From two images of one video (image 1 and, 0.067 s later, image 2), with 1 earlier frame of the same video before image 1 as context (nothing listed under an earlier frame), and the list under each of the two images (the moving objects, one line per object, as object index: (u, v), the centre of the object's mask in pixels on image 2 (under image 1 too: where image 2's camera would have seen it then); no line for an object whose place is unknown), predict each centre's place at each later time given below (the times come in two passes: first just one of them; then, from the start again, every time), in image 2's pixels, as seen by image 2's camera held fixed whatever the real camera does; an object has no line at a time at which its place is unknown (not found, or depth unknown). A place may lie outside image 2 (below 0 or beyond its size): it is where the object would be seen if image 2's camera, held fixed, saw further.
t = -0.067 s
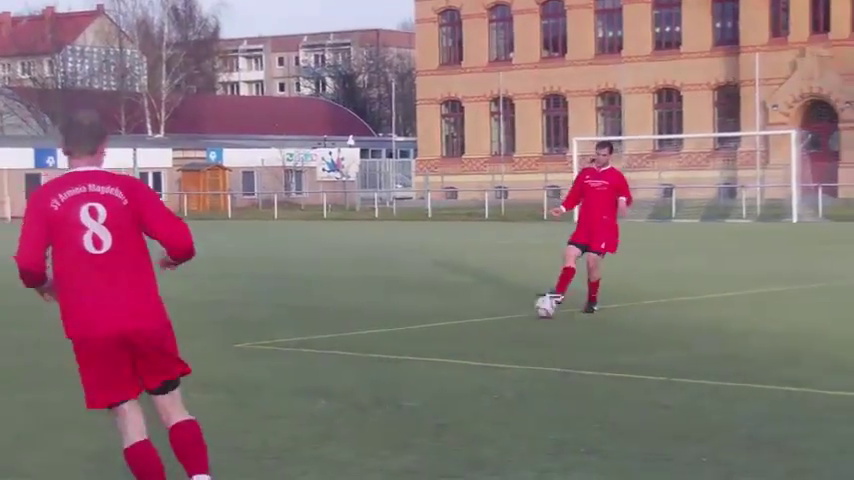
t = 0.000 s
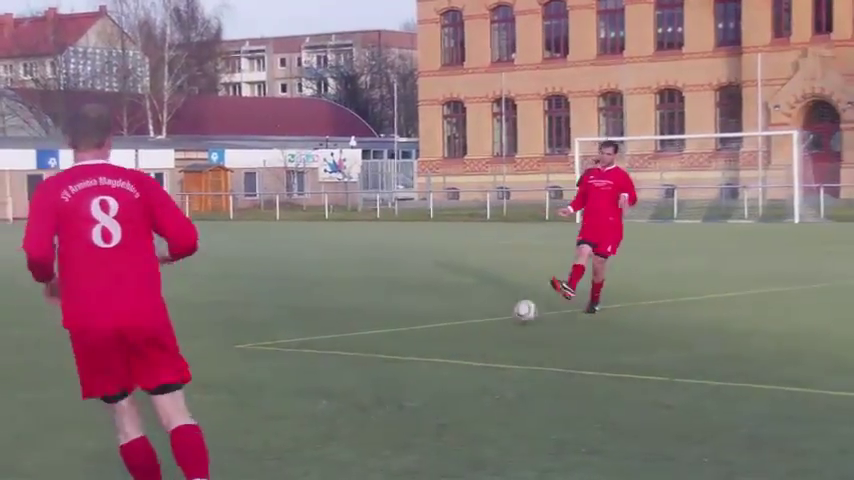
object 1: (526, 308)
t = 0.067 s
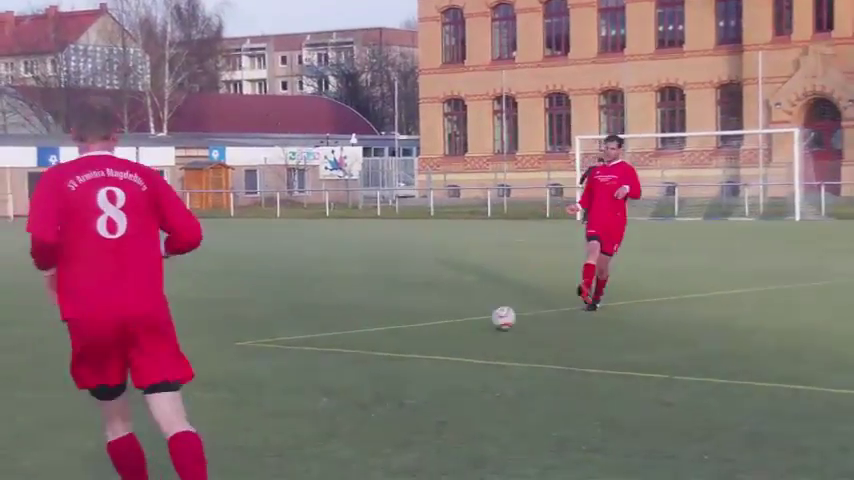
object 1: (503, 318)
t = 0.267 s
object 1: (430, 342)
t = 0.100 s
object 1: (492, 321)
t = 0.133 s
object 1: (481, 322)
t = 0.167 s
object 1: (469, 324)
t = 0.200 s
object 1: (456, 329)
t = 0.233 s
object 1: (443, 335)
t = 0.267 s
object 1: (430, 342)
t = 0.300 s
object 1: (417, 345)
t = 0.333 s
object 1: (403, 346)
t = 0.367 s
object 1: (389, 350)
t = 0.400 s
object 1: (374, 356)
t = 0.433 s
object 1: (359, 366)
